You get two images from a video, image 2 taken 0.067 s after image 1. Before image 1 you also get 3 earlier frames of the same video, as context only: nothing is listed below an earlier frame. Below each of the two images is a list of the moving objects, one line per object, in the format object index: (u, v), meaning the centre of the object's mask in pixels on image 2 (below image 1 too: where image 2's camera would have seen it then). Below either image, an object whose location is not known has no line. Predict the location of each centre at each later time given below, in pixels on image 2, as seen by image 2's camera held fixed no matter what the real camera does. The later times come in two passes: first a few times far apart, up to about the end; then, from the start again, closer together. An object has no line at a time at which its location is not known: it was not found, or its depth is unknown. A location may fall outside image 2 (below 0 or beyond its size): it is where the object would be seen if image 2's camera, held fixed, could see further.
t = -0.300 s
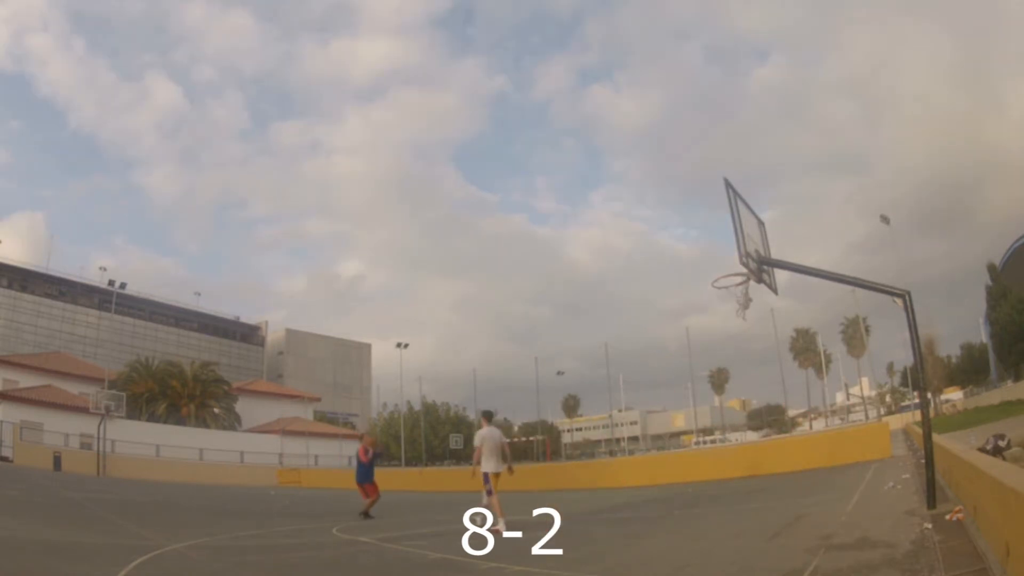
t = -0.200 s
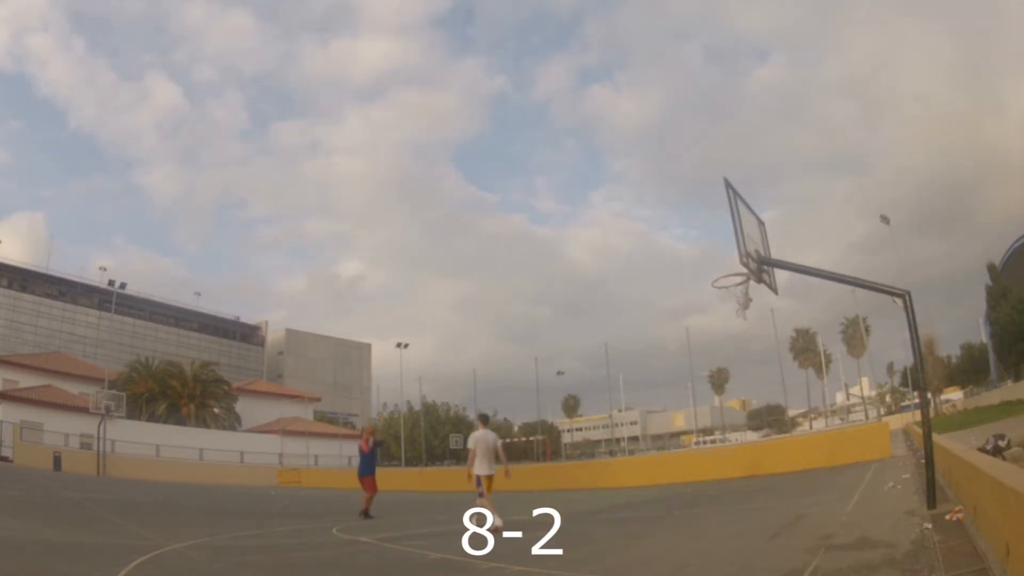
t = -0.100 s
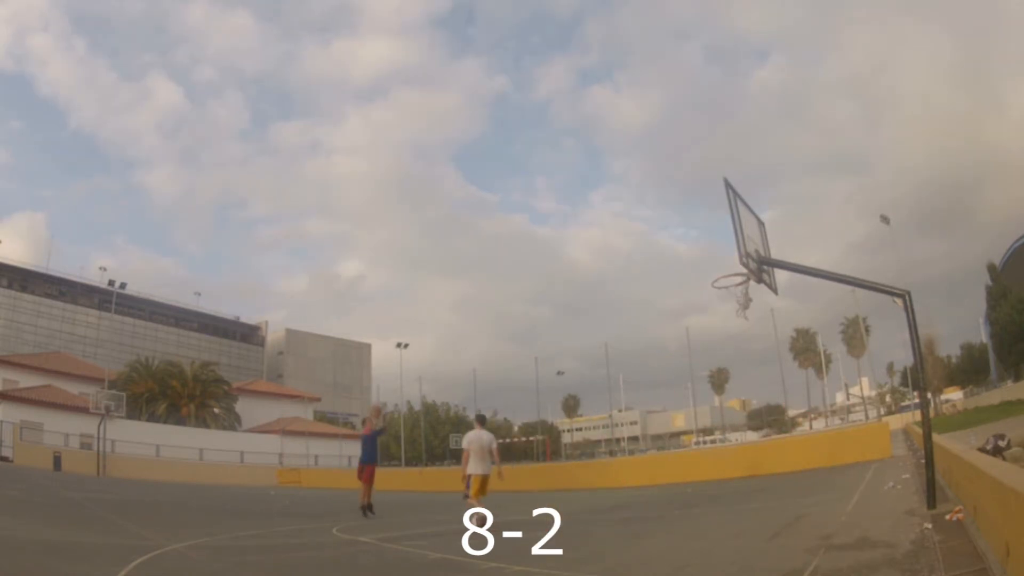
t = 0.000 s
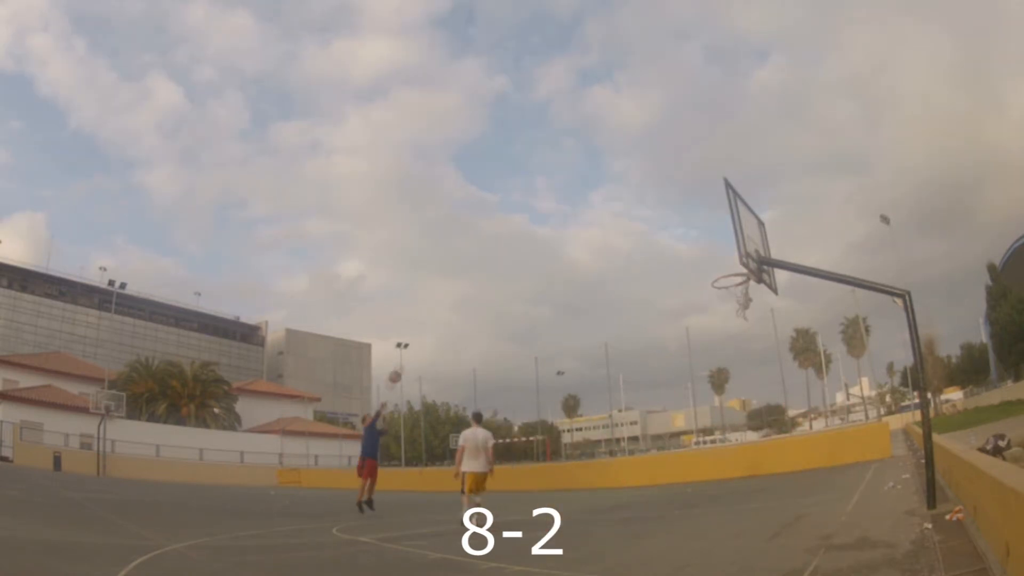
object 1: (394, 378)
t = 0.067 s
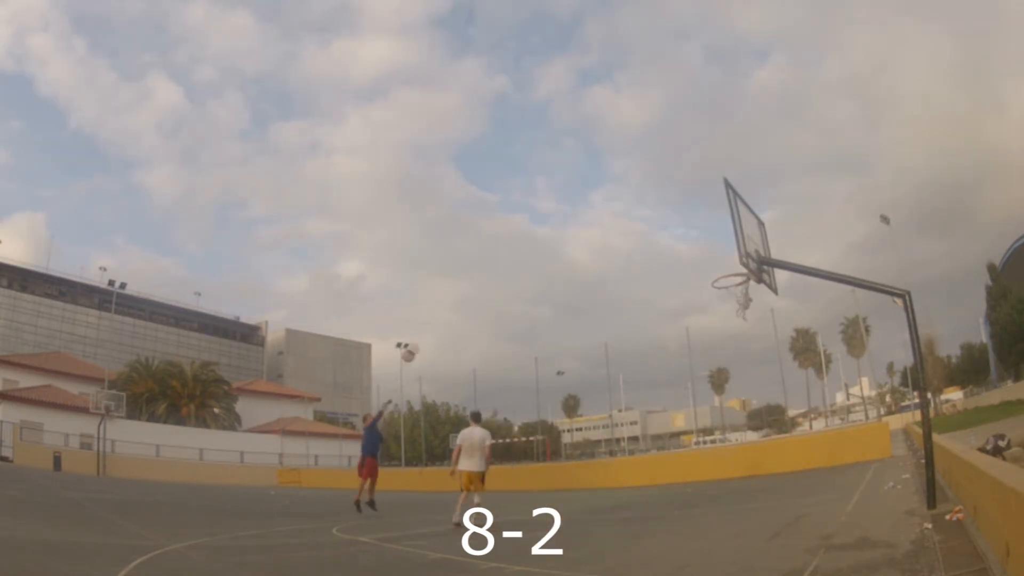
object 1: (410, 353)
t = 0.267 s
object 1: (456, 299)
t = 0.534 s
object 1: (530, 250)
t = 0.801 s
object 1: (620, 240)
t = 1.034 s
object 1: (714, 271)
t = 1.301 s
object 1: (753, 316)
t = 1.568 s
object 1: (775, 410)
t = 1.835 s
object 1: (782, 498)
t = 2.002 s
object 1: (755, 433)
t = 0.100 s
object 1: (416, 345)
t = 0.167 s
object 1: (432, 325)
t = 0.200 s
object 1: (440, 315)
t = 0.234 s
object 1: (450, 305)
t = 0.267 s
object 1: (456, 299)
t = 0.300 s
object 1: (466, 290)
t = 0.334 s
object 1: (475, 283)
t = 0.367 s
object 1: (483, 276)
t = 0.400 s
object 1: (493, 269)
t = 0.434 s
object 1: (500, 264)
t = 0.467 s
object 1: (512, 259)
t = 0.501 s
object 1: (522, 254)
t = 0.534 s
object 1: (530, 250)
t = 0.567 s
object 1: (542, 246)
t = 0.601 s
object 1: (551, 243)
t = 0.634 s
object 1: (562, 241)
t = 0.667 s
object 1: (574, 238)
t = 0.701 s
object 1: (583, 238)
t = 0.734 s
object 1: (597, 238)
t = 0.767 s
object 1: (606, 238)
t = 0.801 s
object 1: (620, 240)
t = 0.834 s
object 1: (633, 242)
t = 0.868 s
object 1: (644, 245)
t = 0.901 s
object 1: (660, 249)
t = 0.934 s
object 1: (670, 252)
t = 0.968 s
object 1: (687, 258)
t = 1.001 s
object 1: (701, 264)
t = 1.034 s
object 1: (714, 271)
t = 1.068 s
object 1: (728, 280)
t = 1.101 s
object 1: (743, 290)
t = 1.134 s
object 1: (746, 293)
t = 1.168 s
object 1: (748, 296)
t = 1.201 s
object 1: (749, 298)
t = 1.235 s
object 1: (750, 300)
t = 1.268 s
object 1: (752, 309)
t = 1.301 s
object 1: (753, 316)
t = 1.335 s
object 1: (756, 324)
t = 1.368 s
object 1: (758, 332)
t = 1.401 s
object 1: (761, 344)
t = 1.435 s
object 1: (763, 355)
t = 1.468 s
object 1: (766, 366)
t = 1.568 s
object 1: (775, 410)
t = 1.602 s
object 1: (778, 430)
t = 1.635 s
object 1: (781, 450)
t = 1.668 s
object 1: (785, 469)
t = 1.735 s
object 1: (791, 512)
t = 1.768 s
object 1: (791, 527)
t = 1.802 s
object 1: (787, 514)
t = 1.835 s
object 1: (782, 498)
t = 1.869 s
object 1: (778, 485)
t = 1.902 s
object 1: (772, 468)
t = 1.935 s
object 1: (766, 455)
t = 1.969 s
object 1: (761, 444)
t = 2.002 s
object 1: (755, 433)
